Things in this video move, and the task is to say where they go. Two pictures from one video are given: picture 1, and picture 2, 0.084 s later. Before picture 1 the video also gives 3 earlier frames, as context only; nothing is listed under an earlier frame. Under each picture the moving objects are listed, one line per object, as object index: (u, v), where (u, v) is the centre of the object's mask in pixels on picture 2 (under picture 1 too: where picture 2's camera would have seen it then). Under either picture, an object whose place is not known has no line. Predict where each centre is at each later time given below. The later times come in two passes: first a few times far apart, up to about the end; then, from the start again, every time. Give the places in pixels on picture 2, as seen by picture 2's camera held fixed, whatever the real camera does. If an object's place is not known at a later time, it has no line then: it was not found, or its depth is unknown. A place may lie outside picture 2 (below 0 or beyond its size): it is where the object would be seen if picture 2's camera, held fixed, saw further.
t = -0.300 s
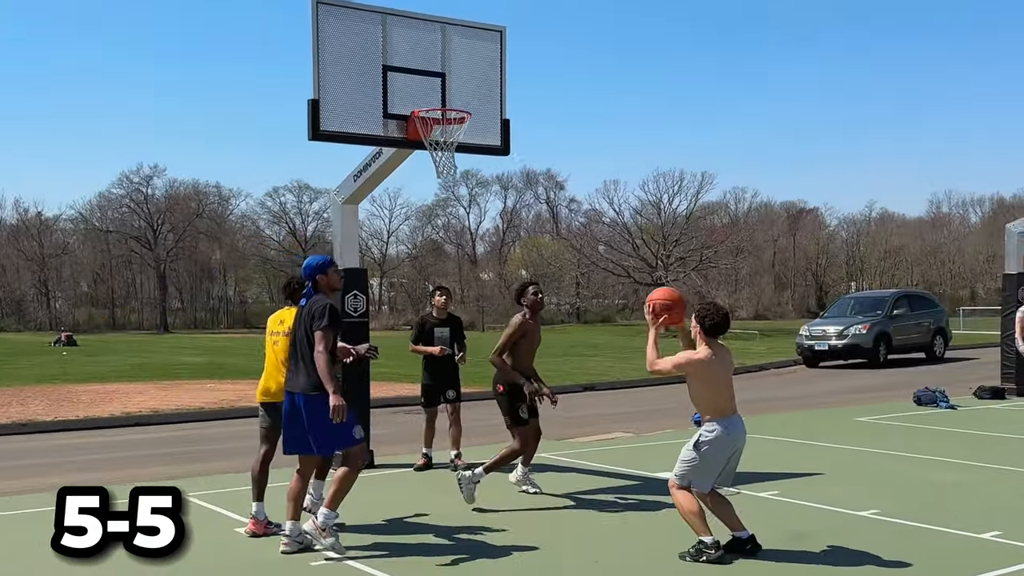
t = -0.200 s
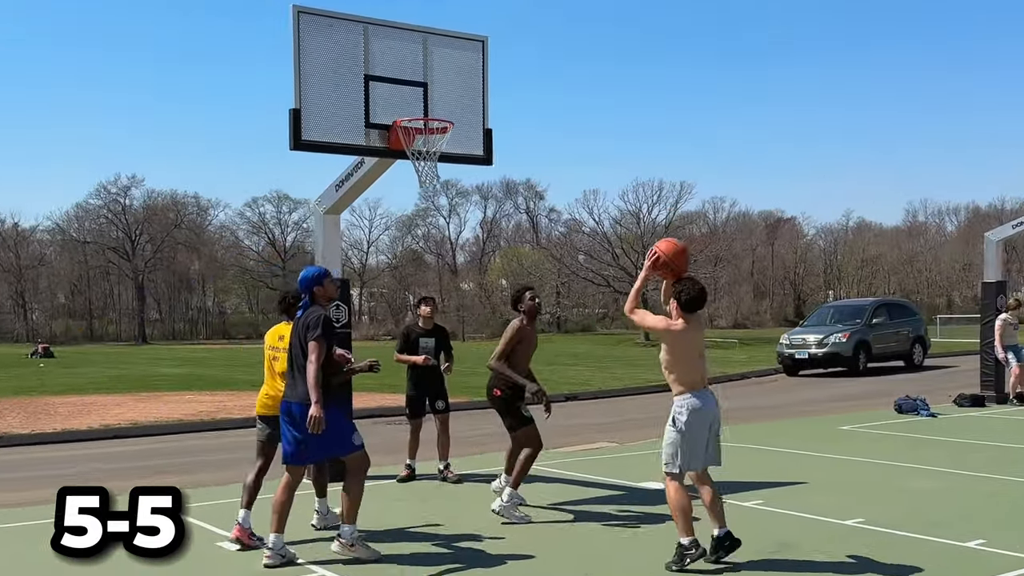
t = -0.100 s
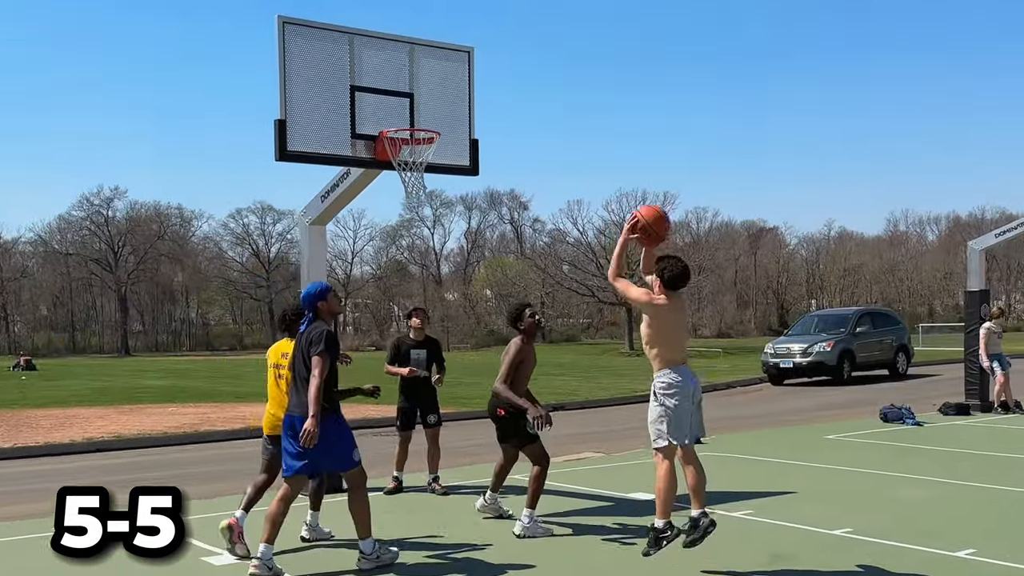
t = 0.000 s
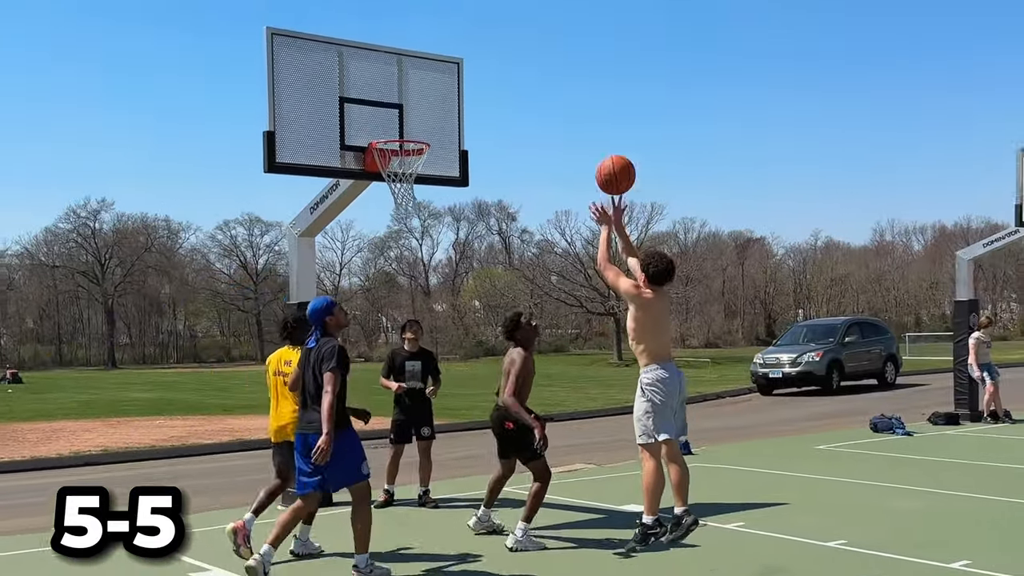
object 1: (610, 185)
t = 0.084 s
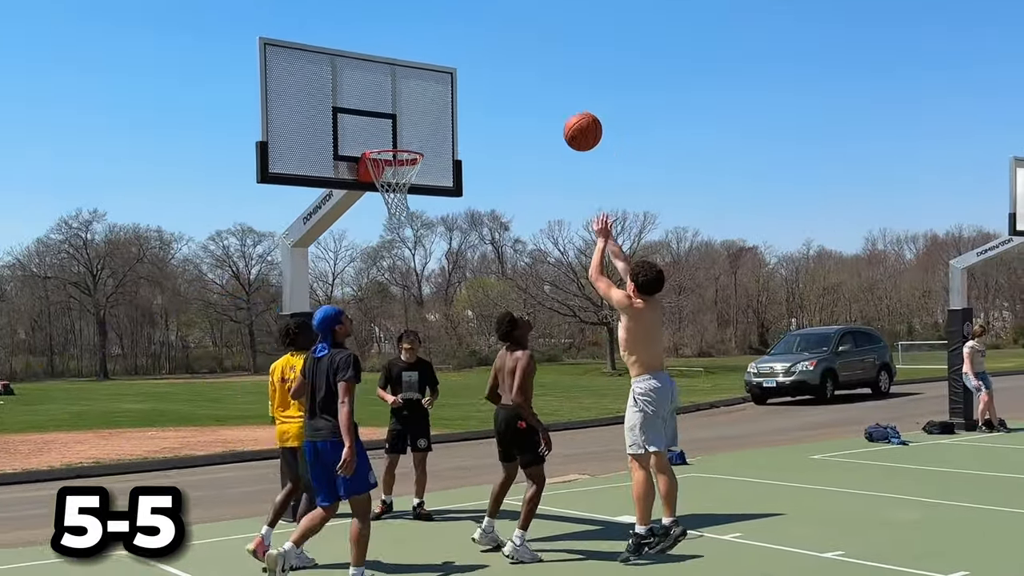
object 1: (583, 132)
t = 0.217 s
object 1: (544, 75)
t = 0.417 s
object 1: (494, 50)
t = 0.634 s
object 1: (453, 87)
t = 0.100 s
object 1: (578, 123)
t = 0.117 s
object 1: (573, 114)
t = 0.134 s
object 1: (567, 106)
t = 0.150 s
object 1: (563, 99)
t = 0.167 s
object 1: (558, 93)
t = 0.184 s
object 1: (553, 86)
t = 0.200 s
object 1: (548, 80)
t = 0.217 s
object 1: (544, 75)
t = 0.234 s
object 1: (539, 70)
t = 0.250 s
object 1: (534, 66)
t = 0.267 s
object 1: (530, 63)
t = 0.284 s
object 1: (526, 59)
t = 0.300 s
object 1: (522, 57)
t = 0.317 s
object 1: (517, 54)
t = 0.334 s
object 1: (513, 53)
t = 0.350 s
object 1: (509, 51)
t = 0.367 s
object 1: (506, 50)
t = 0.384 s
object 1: (502, 50)
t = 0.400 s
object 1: (498, 50)
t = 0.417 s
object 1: (494, 50)
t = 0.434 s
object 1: (490, 50)
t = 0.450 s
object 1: (487, 51)
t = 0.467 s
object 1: (483, 52)
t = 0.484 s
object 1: (480, 54)
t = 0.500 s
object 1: (477, 56)
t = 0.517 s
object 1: (474, 59)
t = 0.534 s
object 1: (471, 62)
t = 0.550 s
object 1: (468, 65)
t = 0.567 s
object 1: (465, 69)
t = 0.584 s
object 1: (462, 73)
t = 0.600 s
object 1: (459, 78)
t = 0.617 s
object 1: (456, 82)
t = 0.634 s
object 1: (453, 87)
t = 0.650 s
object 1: (450, 92)
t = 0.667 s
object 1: (447, 97)
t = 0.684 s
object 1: (445, 103)
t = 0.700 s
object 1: (442, 110)
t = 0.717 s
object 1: (439, 116)
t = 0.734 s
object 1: (437, 123)
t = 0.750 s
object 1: (434, 130)
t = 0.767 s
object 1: (432, 137)
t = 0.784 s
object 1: (430, 142)
